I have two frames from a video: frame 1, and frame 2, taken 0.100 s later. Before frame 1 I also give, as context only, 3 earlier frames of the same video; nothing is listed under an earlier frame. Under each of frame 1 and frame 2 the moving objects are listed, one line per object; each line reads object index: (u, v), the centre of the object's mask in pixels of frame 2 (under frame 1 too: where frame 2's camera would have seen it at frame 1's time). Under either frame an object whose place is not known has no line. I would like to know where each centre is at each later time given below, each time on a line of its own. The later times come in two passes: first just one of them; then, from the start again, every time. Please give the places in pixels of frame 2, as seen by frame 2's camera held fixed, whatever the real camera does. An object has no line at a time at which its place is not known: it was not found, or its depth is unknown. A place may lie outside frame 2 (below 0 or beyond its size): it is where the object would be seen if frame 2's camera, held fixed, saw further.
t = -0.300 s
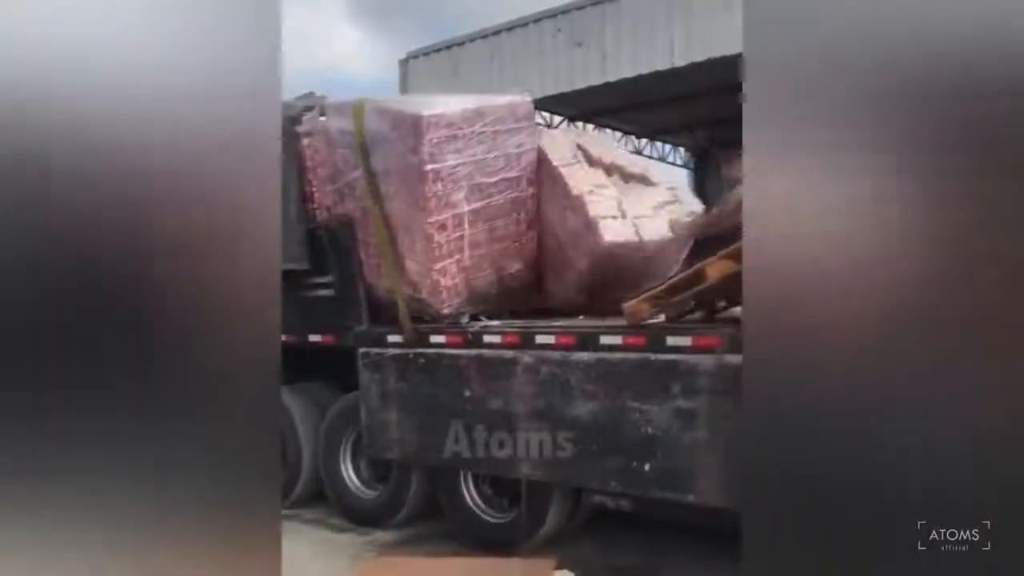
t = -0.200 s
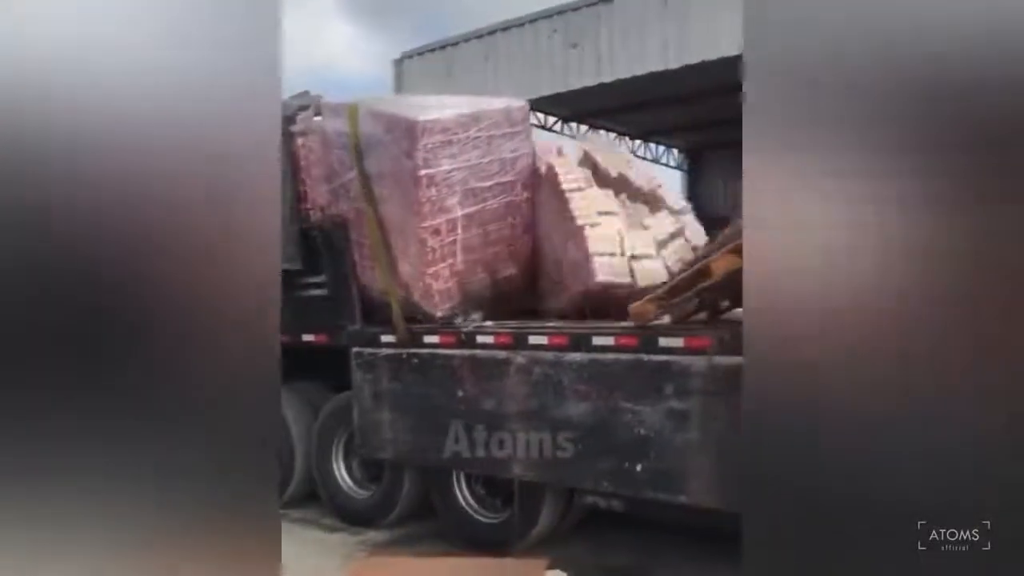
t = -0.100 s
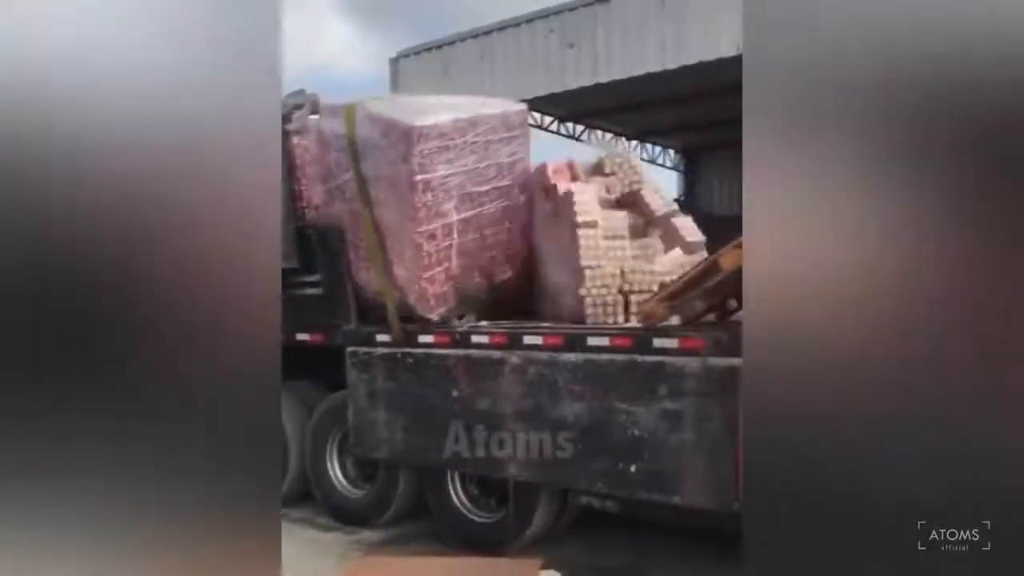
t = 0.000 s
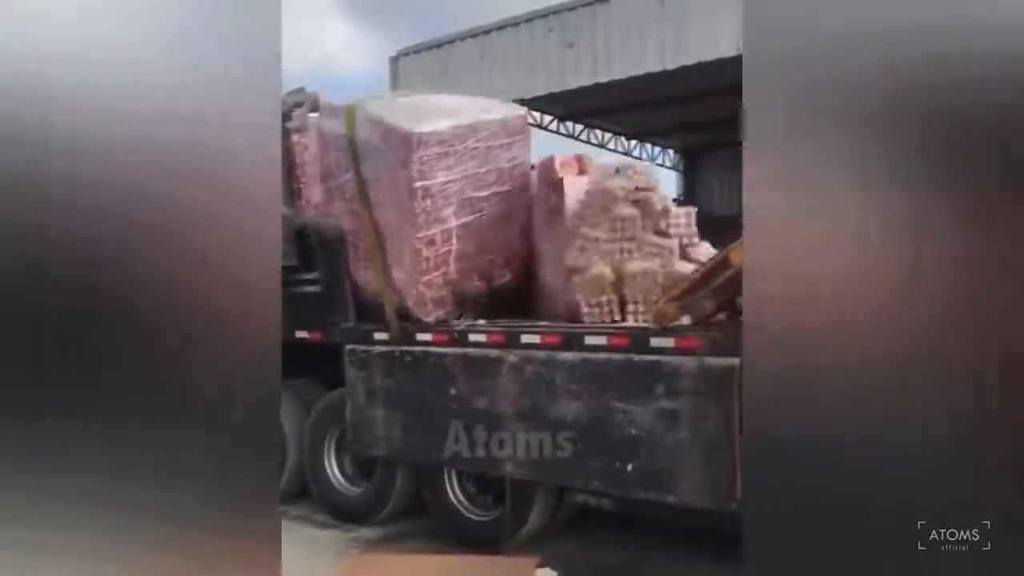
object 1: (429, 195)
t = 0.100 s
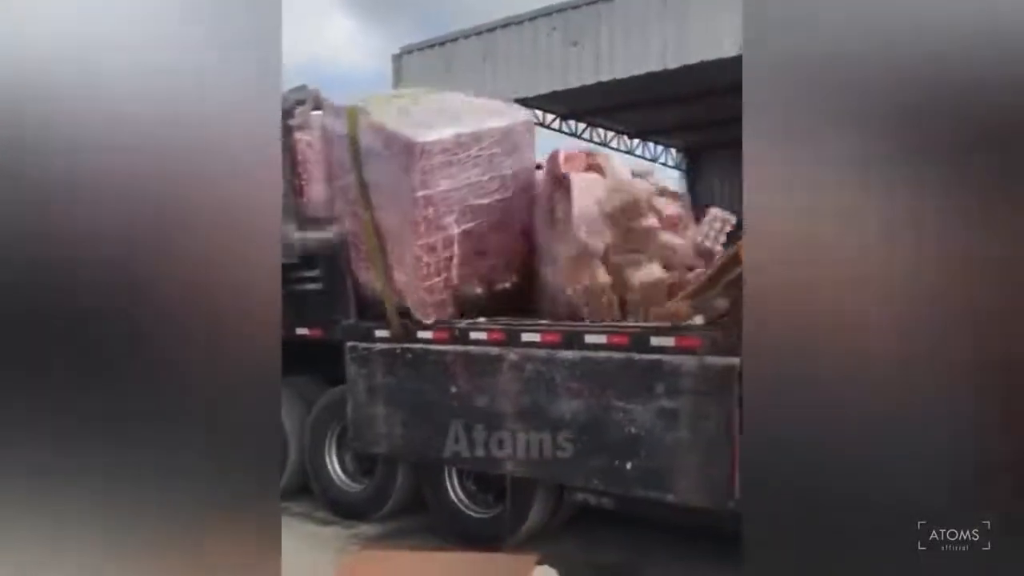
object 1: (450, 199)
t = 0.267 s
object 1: (452, 203)
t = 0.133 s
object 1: (451, 199)
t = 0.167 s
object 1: (451, 200)
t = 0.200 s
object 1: (450, 200)
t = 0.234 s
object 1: (451, 202)
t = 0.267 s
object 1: (452, 203)
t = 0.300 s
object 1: (452, 204)
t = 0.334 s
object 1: (452, 206)
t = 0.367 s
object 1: (441, 204)
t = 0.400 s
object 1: (438, 207)
